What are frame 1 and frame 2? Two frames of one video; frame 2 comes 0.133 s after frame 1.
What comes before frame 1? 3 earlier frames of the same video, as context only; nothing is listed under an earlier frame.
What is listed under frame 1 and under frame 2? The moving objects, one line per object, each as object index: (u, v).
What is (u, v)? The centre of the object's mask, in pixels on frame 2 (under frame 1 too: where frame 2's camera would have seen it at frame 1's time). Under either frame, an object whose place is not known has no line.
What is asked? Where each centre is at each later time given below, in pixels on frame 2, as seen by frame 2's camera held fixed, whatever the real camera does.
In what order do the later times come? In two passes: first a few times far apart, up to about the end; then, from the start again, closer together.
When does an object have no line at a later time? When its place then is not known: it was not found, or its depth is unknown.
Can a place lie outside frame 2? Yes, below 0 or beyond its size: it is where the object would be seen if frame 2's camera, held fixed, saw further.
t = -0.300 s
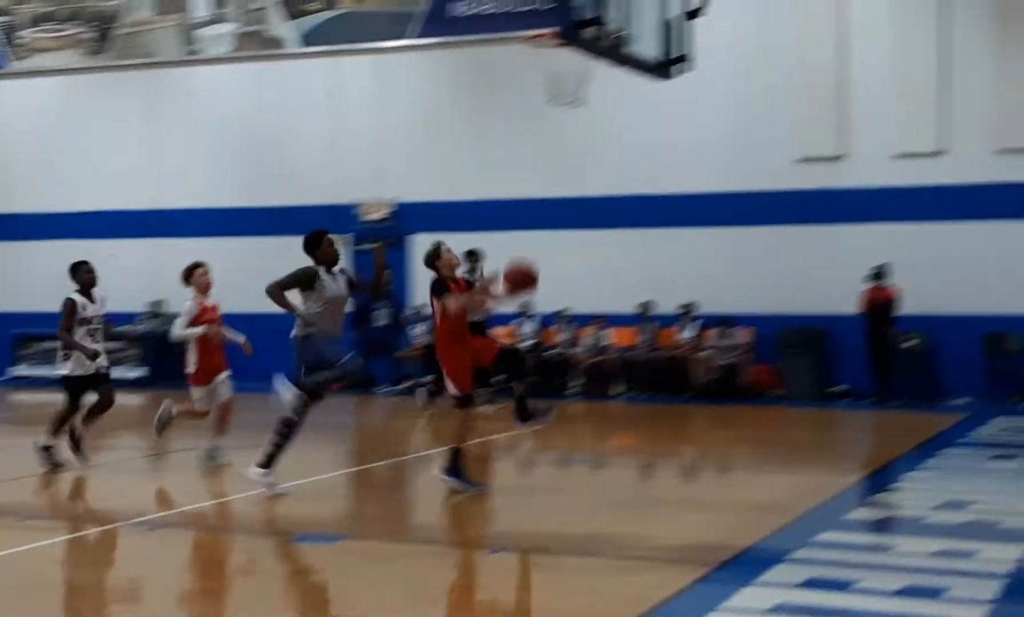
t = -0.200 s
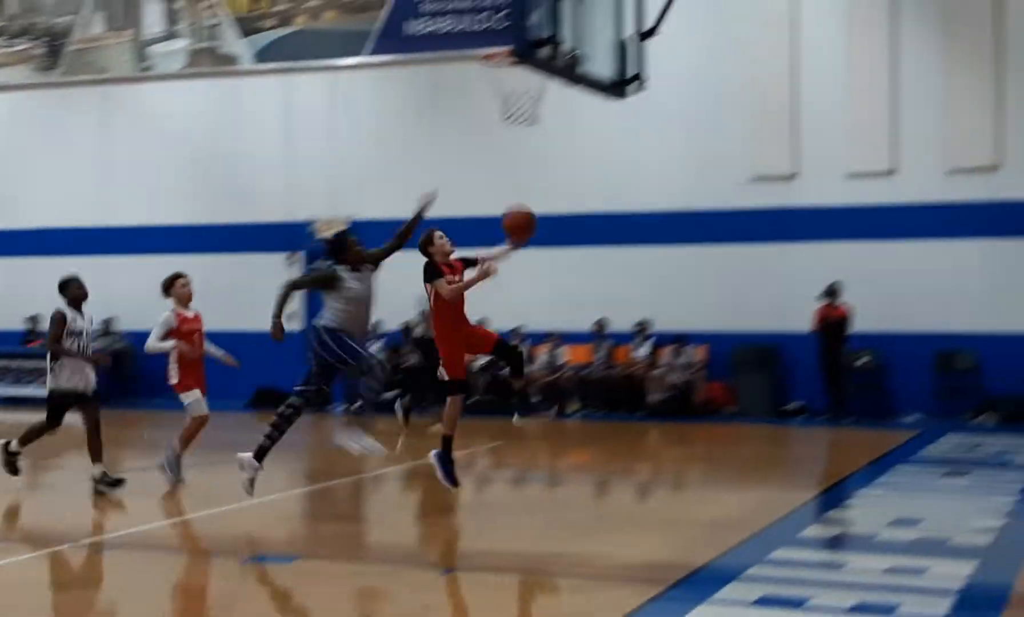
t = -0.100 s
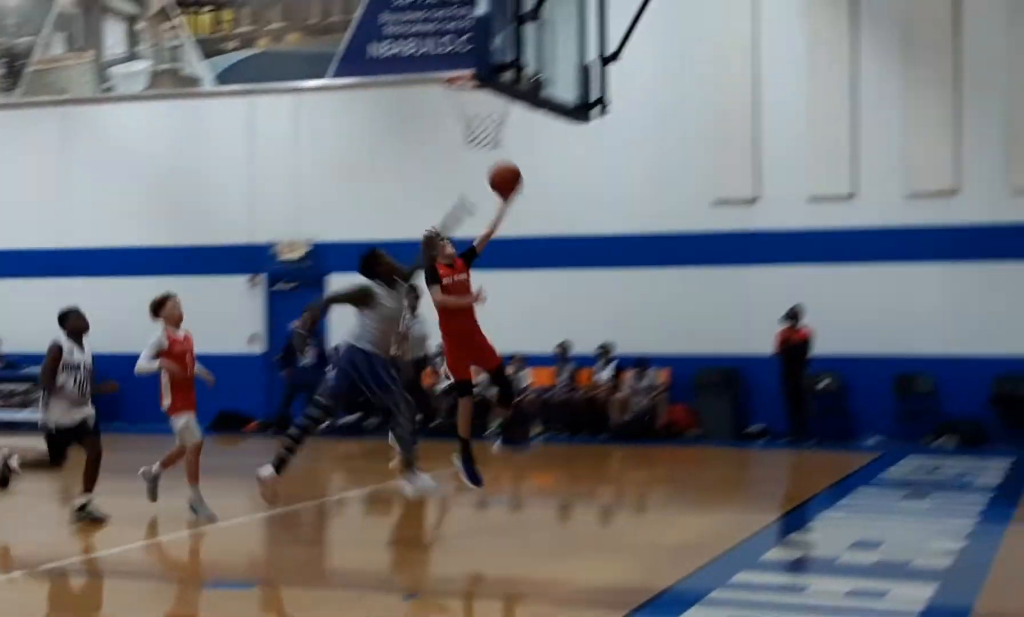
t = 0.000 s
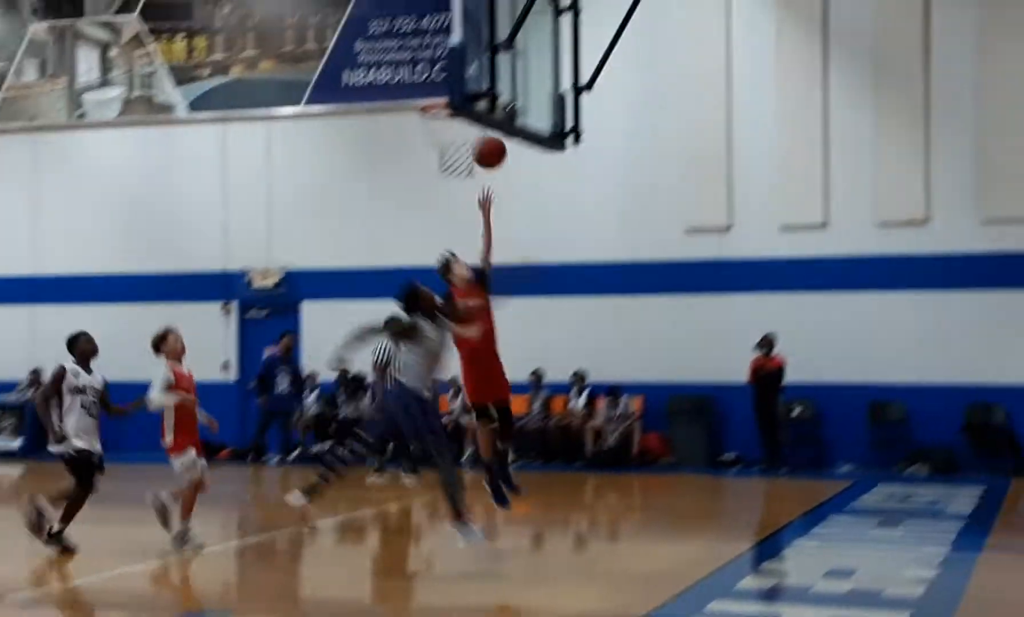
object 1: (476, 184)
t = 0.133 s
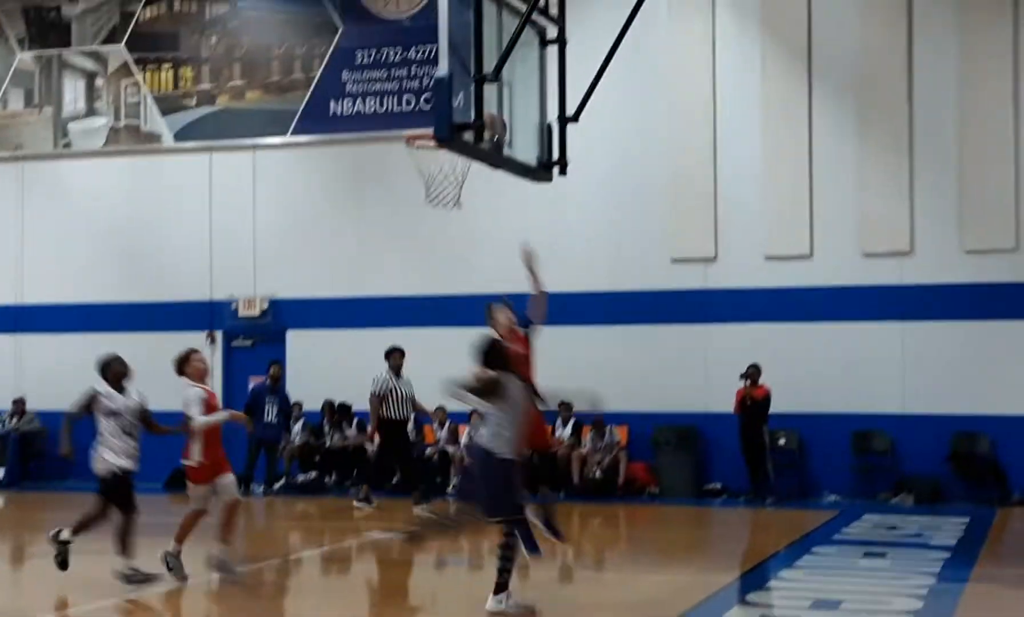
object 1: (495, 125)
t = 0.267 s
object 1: (468, 107)
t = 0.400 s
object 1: (461, 108)
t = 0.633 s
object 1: (425, 183)
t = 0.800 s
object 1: (437, 224)
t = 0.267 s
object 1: (468, 107)
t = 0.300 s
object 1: (463, 106)
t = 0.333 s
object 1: (463, 106)
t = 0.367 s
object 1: (463, 107)
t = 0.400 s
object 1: (461, 108)
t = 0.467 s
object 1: (428, 125)
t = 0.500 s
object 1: (426, 140)
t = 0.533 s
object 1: (424, 152)
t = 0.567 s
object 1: (423, 164)
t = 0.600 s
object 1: (423, 176)
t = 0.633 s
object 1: (425, 183)
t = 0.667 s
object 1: (427, 188)
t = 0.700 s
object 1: (429, 194)
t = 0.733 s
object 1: (432, 203)
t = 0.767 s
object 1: (435, 213)
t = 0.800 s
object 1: (437, 224)
